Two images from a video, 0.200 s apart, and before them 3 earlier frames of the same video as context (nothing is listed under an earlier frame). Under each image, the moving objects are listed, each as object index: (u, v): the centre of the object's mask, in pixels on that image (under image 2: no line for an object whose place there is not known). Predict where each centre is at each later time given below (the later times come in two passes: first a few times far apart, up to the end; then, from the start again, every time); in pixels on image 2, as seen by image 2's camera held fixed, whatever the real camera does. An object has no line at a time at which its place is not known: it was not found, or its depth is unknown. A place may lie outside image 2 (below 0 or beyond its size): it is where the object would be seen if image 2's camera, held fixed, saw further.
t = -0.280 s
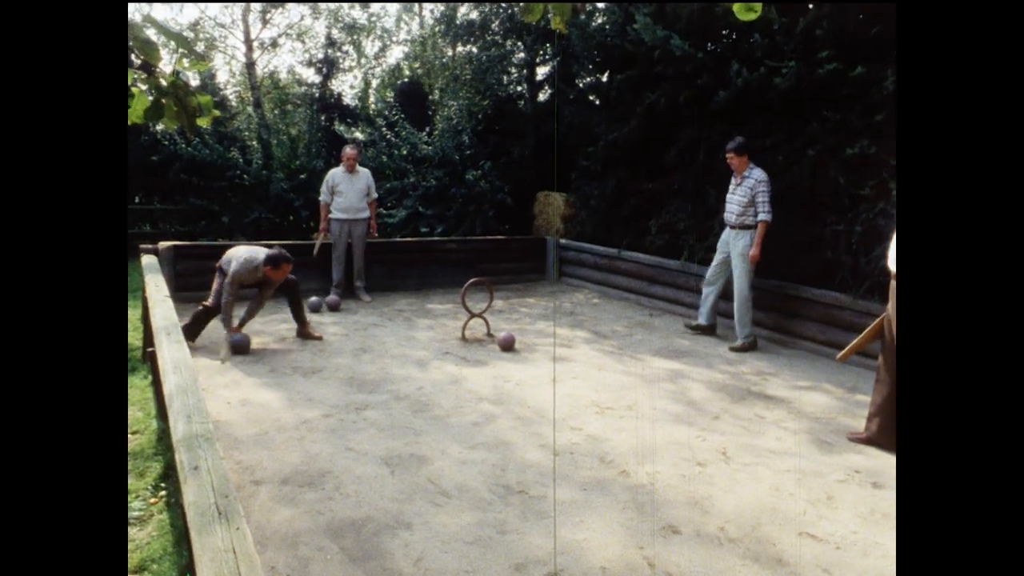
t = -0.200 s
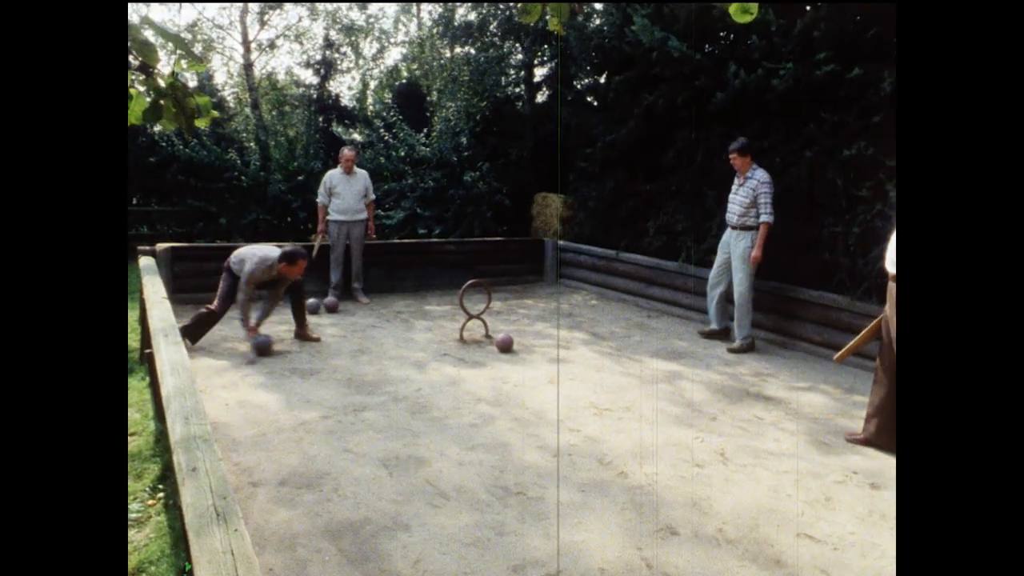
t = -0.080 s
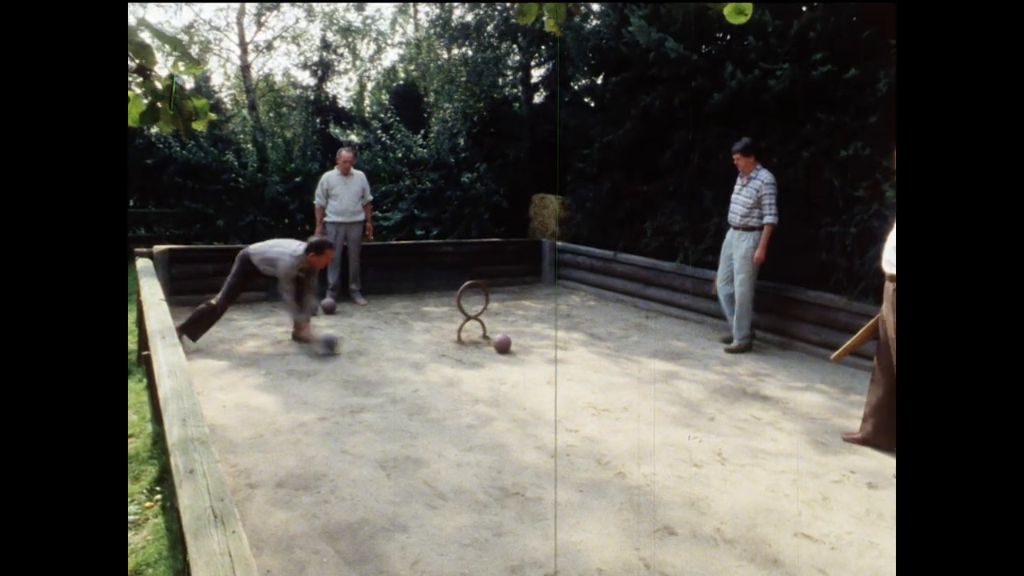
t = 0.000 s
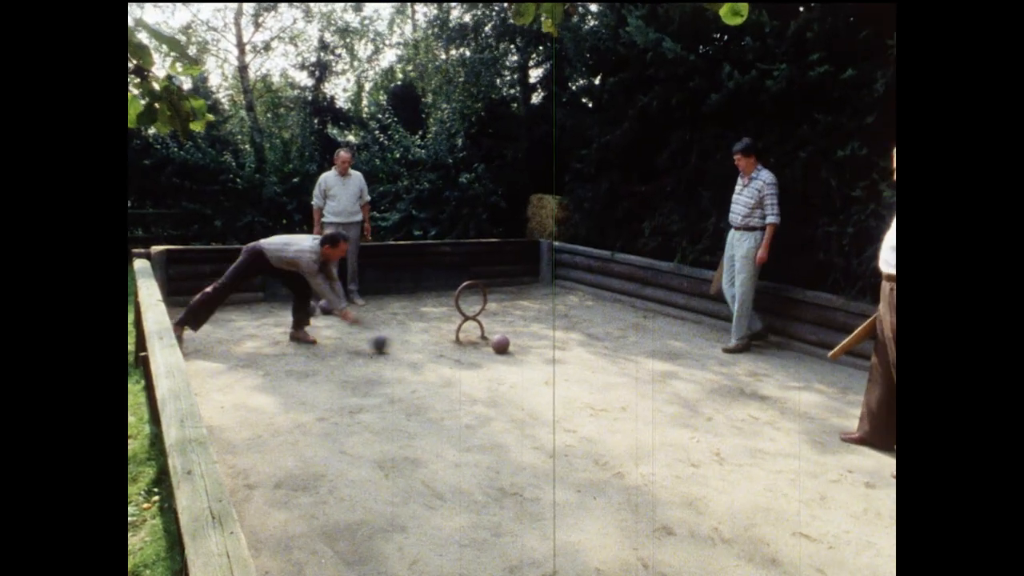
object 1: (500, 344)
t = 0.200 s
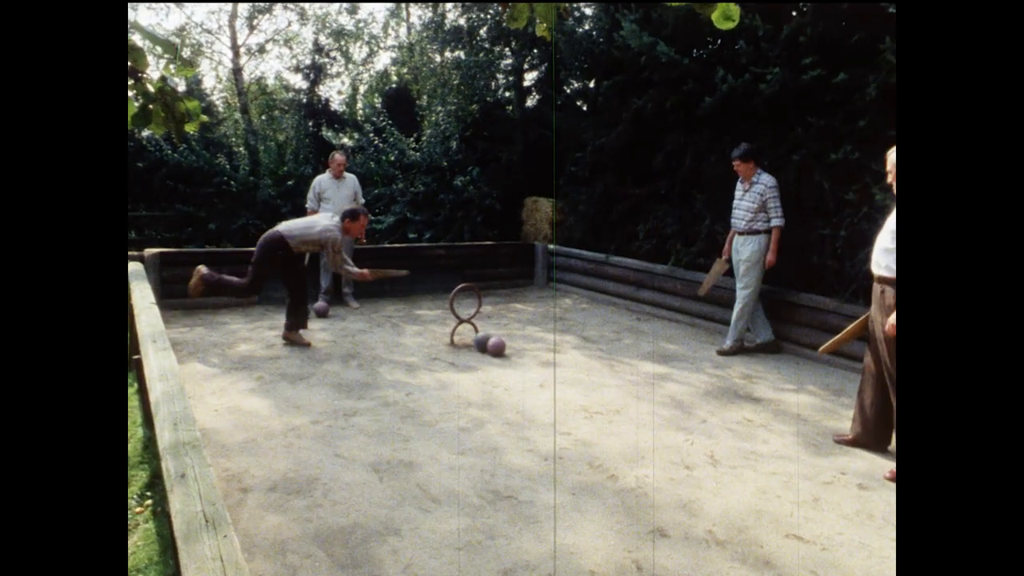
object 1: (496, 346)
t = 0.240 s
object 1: (504, 347)
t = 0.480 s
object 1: (542, 354)
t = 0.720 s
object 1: (578, 362)
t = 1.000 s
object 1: (617, 369)
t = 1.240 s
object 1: (650, 377)
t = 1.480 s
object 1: (682, 384)
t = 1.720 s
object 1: (716, 393)
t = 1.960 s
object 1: (750, 400)
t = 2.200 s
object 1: (785, 408)
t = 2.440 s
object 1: (818, 414)
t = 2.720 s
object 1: (854, 423)
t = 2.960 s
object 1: (883, 430)
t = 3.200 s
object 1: (913, 436)
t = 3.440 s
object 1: (940, 443)
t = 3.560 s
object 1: (953, 446)
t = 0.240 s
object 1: (504, 347)
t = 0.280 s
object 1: (511, 349)
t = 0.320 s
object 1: (518, 349)
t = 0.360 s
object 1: (524, 351)
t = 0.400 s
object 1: (529, 352)
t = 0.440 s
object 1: (536, 353)
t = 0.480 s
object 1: (542, 354)
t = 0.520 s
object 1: (548, 356)
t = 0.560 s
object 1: (553, 357)
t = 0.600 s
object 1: (559, 358)
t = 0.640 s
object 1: (566, 359)
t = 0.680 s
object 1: (572, 361)
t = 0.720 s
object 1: (578, 362)
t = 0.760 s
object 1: (584, 364)
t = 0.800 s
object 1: (589, 364)
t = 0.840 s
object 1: (595, 365)
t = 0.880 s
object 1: (601, 366)
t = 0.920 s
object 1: (606, 367)
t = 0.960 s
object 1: (612, 368)
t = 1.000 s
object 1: (617, 369)
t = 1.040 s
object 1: (623, 370)
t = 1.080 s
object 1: (629, 372)
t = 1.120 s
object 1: (634, 373)
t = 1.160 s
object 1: (639, 374)
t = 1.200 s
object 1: (644, 375)
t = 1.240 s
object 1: (650, 377)
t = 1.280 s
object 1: (655, 377)
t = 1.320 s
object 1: (660, 378)
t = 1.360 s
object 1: (666, 380)
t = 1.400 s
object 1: (671, 382)
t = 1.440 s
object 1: (676, 383)
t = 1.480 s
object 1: (682, 384)
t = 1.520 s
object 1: (688, 385)
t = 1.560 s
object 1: (693, 387)
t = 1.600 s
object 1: (699, 389)
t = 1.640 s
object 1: (705, 389)
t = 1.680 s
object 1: (710, 391)
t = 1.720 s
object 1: (716, 393)
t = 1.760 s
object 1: (721, 394)
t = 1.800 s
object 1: (728, 395)
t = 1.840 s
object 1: (733, 396)
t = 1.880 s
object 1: (738, 397)
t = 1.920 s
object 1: (744, 399)
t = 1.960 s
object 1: (750, 400)
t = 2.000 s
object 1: (756, 402)
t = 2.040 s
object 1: (762, 403)
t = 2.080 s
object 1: (768, 404)
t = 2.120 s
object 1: (773, 405)
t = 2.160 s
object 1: (779, 406)
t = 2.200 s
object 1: (785, 408)
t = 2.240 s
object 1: (791, 409)
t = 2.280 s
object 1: (795, 410)
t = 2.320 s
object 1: (801, 411)
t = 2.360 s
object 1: (807, 412)
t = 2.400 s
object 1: (812, 413)
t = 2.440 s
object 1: (818, 414)
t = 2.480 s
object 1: (822, 415)
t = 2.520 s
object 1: (827, 416)
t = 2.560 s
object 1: (833, 418)
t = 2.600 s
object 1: (838, 420)
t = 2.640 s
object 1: (843, 421)
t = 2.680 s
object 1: (848, 422)
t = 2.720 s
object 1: (854, 423)
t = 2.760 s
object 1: (859, 424)
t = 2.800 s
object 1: (864, 425)
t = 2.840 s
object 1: (869, 426)
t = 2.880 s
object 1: (874, 427)
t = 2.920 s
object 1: (879, 429)
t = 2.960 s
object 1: (883, 430)
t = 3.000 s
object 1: (888, 431)
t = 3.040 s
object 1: (893, 432)
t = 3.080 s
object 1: (899, 434)
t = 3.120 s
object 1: (903, 435)
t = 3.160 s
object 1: (909, 436)
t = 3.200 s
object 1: (913, 436)
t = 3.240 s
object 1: (918, 437)
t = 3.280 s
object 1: (923, 439)
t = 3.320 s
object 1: (927, 440)
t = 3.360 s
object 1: (932, 441)
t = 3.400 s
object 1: (936, 442)
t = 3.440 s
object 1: (940, 443)
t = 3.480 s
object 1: (945, 444)
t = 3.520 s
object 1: (950, 445)
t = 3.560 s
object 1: (953, 446)
